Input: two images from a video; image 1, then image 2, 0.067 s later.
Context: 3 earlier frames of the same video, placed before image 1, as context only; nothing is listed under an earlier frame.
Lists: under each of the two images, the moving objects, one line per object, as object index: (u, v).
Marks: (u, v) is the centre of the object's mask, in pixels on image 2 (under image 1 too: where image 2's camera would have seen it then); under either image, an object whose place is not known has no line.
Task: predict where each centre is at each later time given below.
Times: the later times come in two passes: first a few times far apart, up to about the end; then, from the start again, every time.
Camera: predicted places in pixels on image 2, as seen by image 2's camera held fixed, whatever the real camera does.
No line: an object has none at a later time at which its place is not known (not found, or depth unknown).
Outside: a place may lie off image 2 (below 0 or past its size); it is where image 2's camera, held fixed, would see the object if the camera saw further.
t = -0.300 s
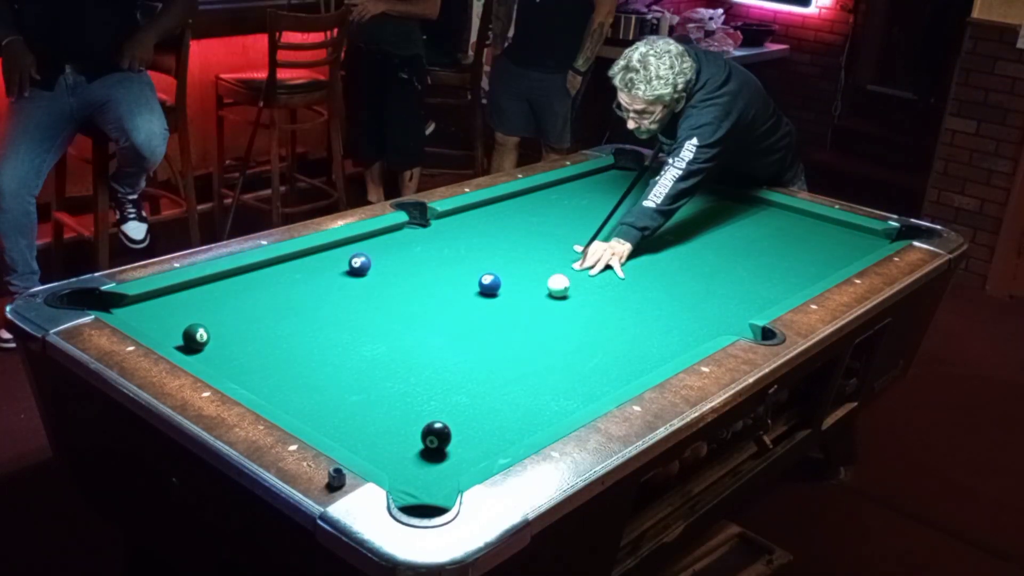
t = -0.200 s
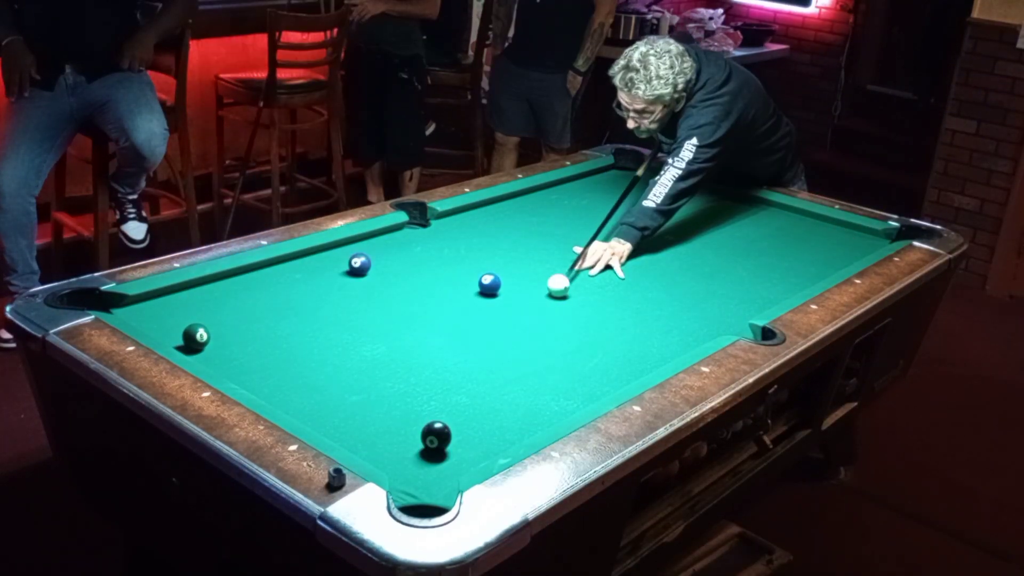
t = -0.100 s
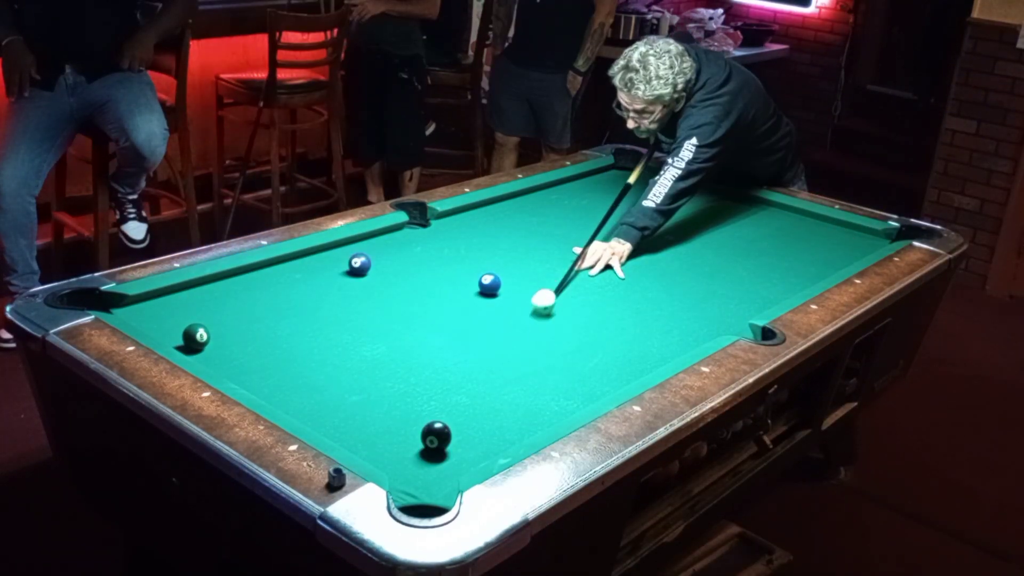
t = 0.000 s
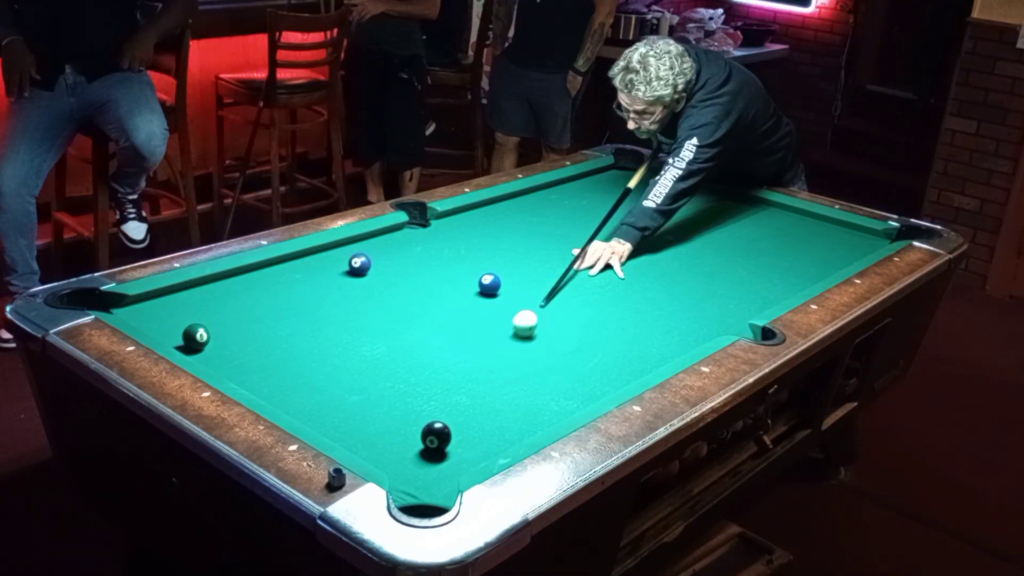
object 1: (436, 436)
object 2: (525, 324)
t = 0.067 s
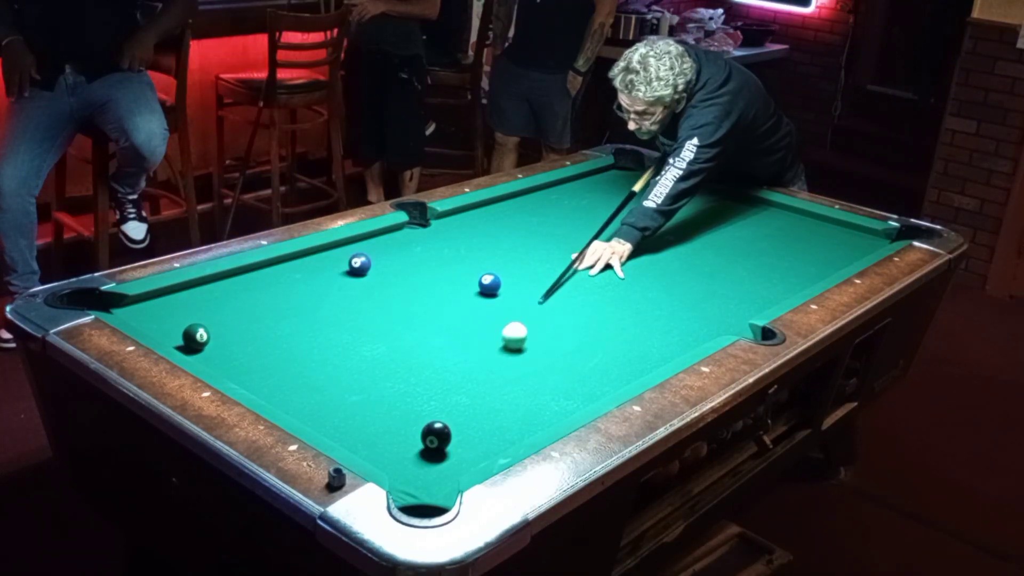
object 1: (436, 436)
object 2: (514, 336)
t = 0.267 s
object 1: (436, 436)
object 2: (484, 371)
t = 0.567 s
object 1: (432, 447)
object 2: (435, 419)
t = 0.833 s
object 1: (419, 491)
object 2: (402, 429)
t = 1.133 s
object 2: (368, 438)
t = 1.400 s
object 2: (352, 438)
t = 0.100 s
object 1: (436, 436)
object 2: (510, 342)
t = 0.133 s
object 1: (436, 436)
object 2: (505, 347)
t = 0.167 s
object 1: (436, 436)
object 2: (500, 353)
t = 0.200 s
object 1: (436, 436)
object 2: (495, 359)
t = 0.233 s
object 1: (436, 436)
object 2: (490, 365)
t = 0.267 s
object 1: (436, 436)
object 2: (484, 371)
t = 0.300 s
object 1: (436, 436)
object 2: (479, 377)
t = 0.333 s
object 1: (436, 436)
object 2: (473, 384)
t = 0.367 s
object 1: (436, 436)
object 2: (468, 390)
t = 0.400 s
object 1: (436, 436)
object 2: (462, 397)
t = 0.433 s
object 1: (436, 436)
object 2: (456, 403)
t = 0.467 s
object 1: (436, 436)
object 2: (450, 409)
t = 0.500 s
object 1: (436, 436)
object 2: (445, 414)
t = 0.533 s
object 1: (435, 440)
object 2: (439, 417)
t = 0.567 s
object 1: (432, 447)
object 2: (435, 419)
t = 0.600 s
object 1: (430, 453)
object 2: (431, 420)
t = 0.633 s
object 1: (429, 458)
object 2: (427, 422)
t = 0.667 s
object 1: (427, 463)
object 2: (423, 423)
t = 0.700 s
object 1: (426, 468)
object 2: (418, 424)
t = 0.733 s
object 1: (424, 475)
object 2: (414, 426)
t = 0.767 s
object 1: (422, 479)
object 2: (410, 427)
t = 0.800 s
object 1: (421, 484)
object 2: (406, 428)
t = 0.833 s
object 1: (419, 491)
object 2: (402, 429)
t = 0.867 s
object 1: (417, 498)
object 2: (398, 430)
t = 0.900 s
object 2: (394, 431)
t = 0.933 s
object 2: (390, 432)
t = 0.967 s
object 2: (387, 433)
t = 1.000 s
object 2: (383, 434)
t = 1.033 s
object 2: (379, 435)
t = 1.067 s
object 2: (375, 436)
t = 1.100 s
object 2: (372, 437)
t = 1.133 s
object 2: (368, 438)
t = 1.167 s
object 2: (365, 439)
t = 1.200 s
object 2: (362, 440)
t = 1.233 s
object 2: (358, 440)
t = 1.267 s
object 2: (355, 439)
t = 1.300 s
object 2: (352, 439)
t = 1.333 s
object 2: (350, 439)
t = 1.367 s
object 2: (351, 439)
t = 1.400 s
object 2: (352, 438)
